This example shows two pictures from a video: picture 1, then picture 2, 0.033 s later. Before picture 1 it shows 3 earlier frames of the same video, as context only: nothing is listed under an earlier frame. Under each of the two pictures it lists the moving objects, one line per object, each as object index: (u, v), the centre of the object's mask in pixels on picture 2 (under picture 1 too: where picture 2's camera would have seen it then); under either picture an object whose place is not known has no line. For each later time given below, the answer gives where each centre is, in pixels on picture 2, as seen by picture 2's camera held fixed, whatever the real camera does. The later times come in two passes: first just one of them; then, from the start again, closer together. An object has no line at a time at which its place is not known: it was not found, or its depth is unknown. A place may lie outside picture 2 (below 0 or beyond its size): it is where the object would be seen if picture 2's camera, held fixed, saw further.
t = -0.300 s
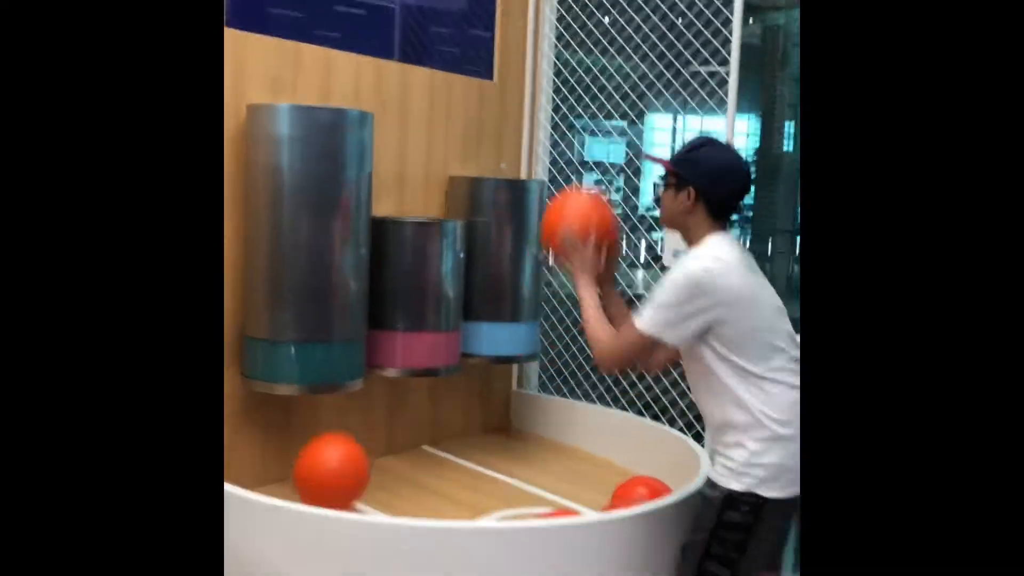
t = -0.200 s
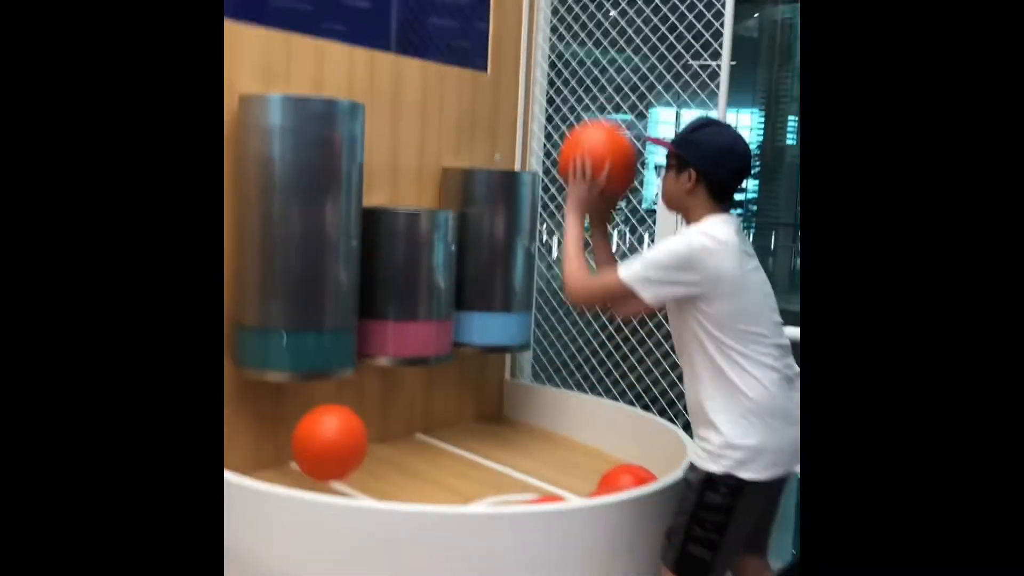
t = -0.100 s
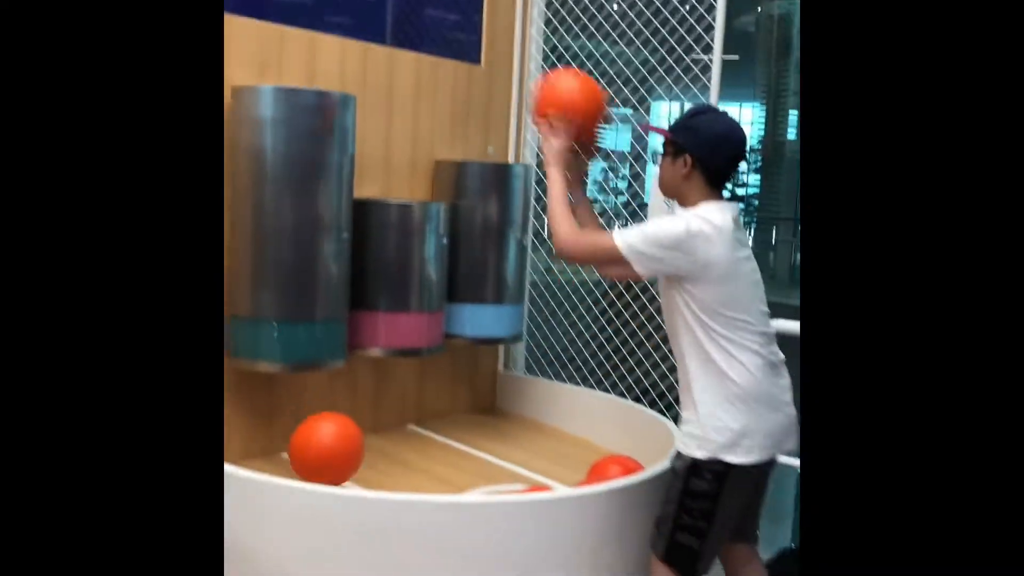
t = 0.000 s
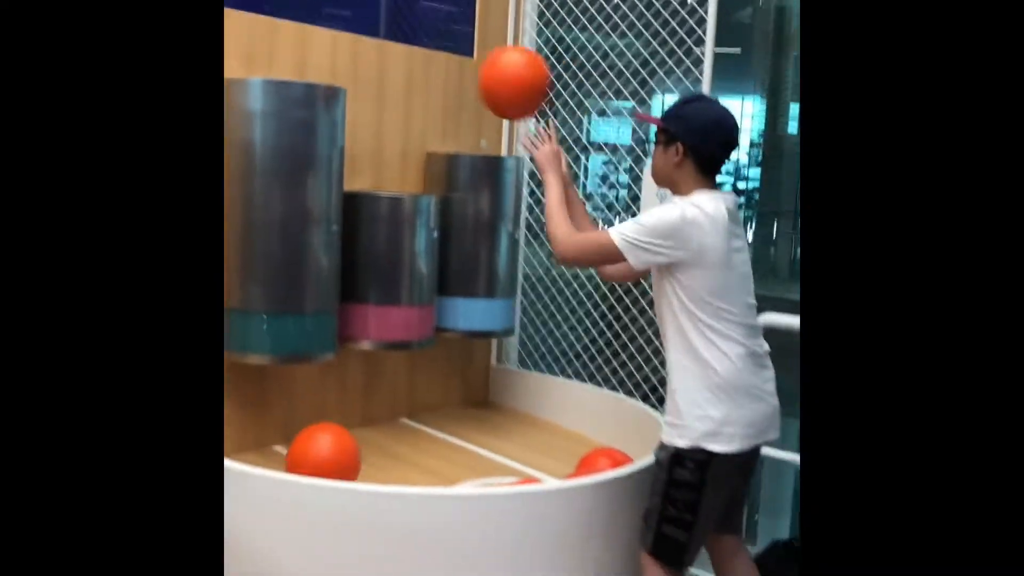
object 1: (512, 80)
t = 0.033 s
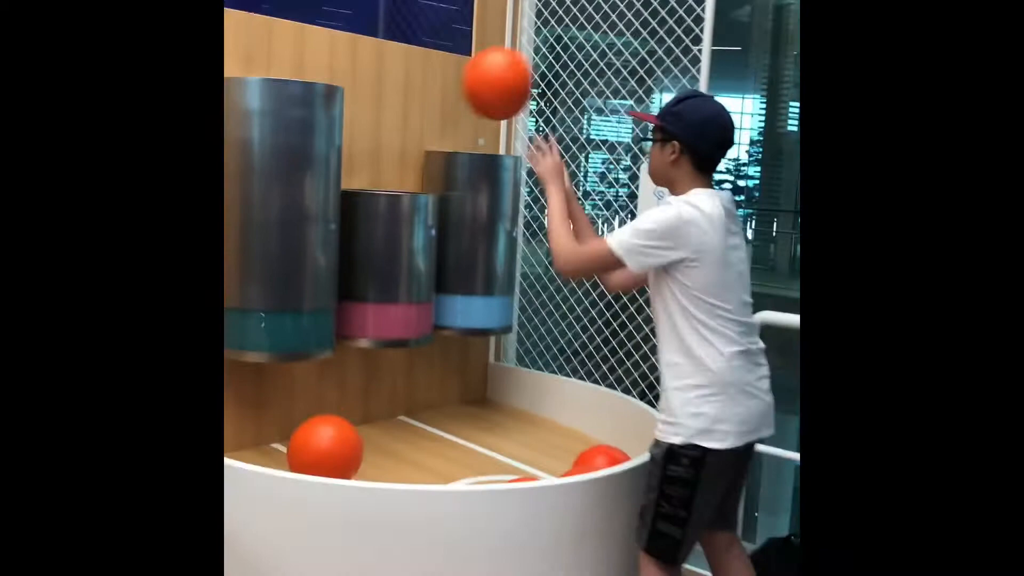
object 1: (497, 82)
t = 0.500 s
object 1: (364, 154)
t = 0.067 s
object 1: (484, 88)
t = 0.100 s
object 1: (470, 96)
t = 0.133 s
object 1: (458, 107)
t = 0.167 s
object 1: (445, 123)
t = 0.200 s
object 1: (433, 142)
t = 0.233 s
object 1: (421, 160)
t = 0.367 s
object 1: (370, 167)
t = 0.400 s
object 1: (368, 162)
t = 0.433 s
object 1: (367, 157)
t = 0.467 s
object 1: (365, 154)
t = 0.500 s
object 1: (364, 154)
